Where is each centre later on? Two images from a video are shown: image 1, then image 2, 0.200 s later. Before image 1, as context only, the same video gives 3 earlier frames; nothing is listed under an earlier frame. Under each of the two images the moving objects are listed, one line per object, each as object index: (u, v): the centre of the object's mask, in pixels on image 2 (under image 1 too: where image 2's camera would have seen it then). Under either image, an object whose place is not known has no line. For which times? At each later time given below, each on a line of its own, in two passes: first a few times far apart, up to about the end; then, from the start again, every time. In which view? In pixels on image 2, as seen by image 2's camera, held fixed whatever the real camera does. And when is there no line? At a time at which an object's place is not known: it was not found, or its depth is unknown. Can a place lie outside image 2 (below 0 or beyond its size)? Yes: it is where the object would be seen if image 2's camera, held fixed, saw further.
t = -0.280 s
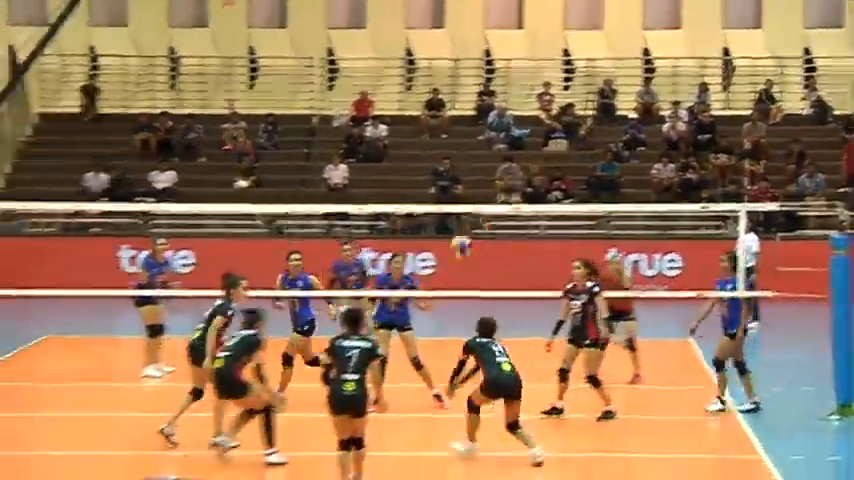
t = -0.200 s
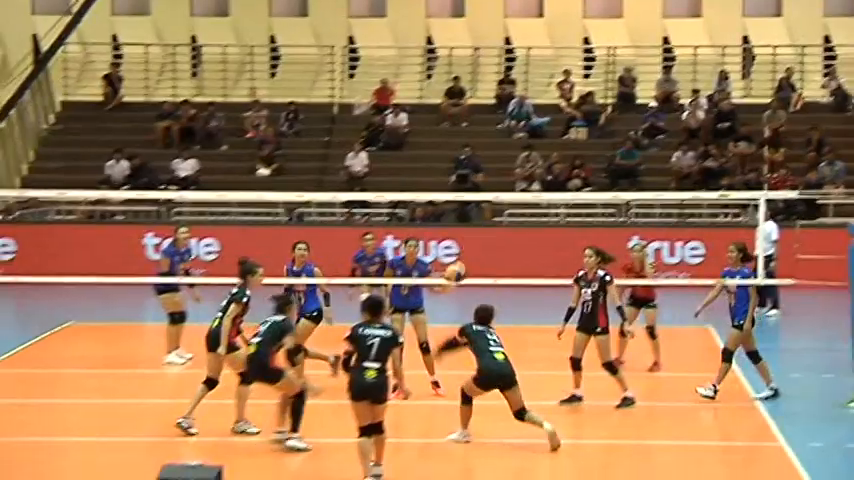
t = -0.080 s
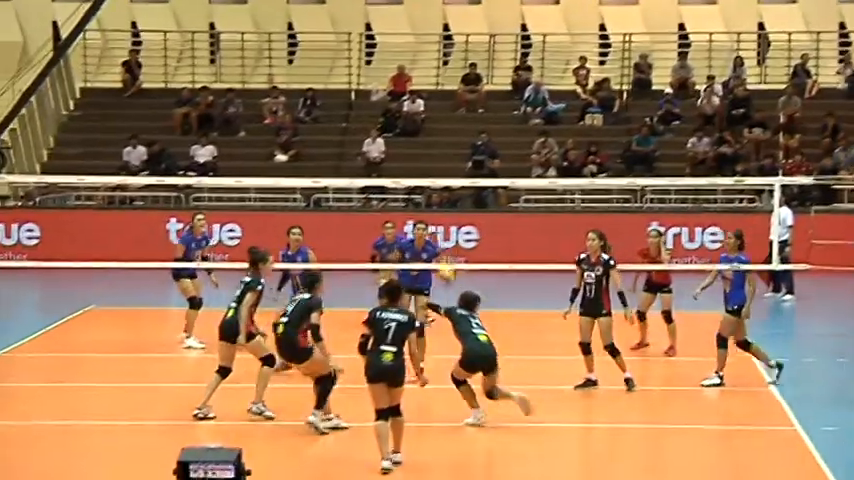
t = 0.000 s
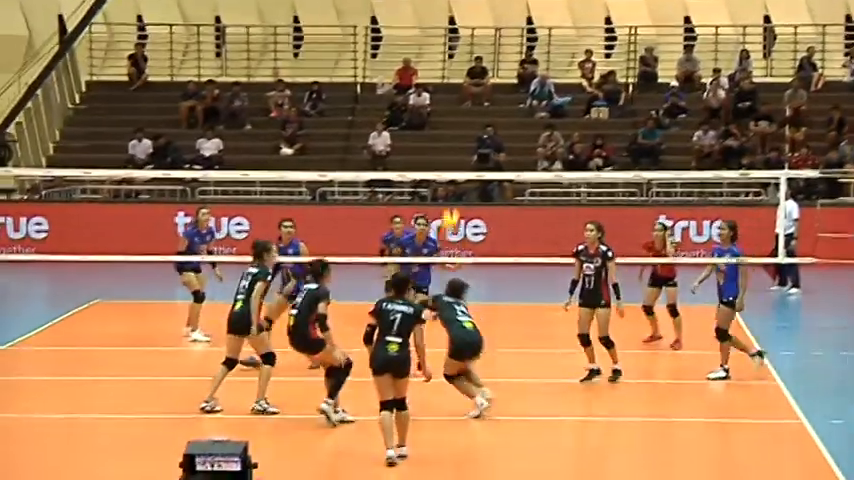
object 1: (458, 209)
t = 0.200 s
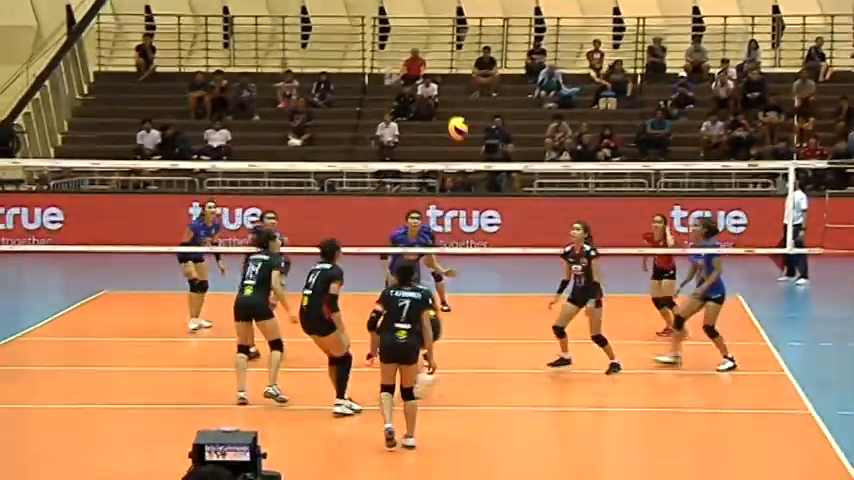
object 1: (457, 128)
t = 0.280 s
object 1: (456, 106)
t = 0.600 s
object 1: (455, 77)
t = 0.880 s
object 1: (454, 132)
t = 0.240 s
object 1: (457, 116)
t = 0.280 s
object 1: (456, 106)
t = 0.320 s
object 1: (455, 98)
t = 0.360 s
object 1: (456, 89)
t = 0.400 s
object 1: (456, 84)
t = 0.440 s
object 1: (456, 79)
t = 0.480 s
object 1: (456, 77)
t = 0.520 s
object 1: (455, 77)
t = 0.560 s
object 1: (455, 77)
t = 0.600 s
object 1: (455, 77)
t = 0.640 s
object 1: (455, 81)
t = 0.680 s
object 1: (456, 87)
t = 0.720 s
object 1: (455, 93)
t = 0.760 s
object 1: (455, 101)
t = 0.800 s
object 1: (454, 109)
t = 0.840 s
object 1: (454, 120)
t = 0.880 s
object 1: (454, 132)
